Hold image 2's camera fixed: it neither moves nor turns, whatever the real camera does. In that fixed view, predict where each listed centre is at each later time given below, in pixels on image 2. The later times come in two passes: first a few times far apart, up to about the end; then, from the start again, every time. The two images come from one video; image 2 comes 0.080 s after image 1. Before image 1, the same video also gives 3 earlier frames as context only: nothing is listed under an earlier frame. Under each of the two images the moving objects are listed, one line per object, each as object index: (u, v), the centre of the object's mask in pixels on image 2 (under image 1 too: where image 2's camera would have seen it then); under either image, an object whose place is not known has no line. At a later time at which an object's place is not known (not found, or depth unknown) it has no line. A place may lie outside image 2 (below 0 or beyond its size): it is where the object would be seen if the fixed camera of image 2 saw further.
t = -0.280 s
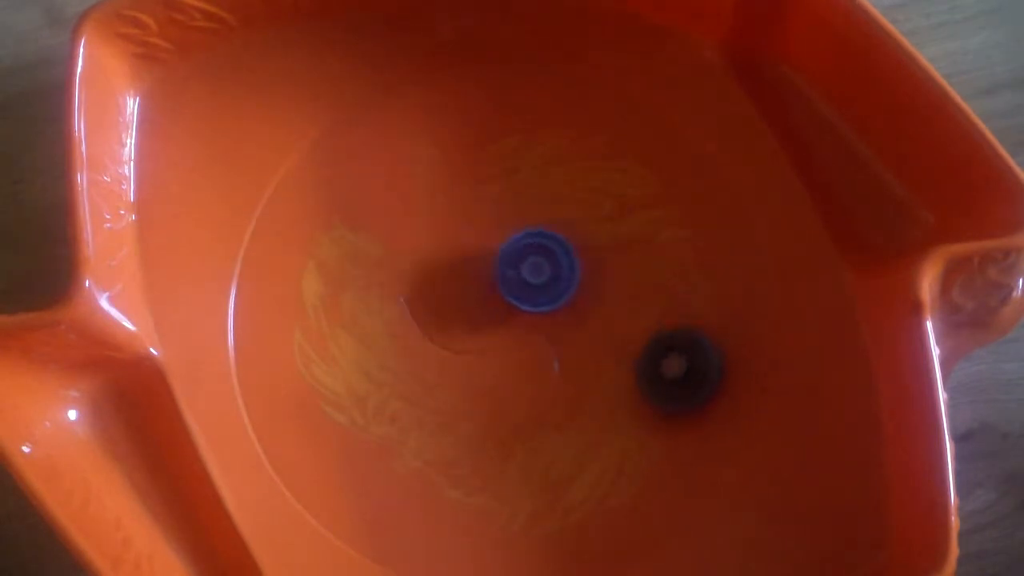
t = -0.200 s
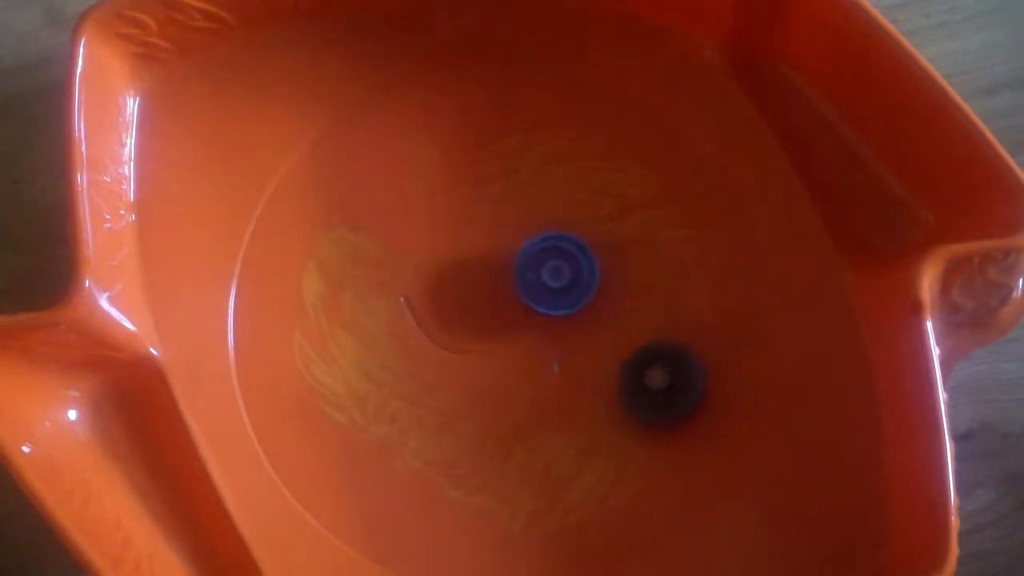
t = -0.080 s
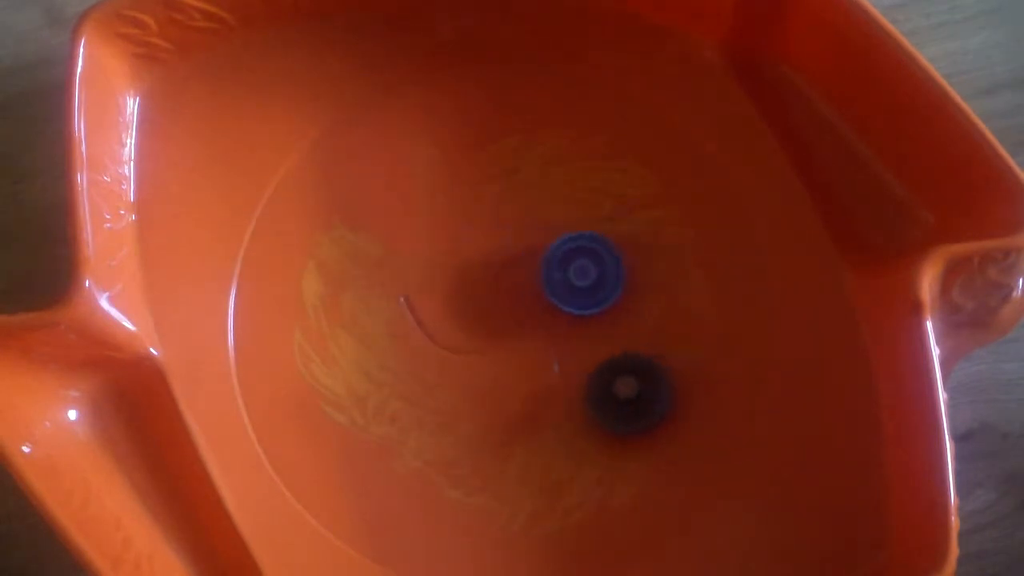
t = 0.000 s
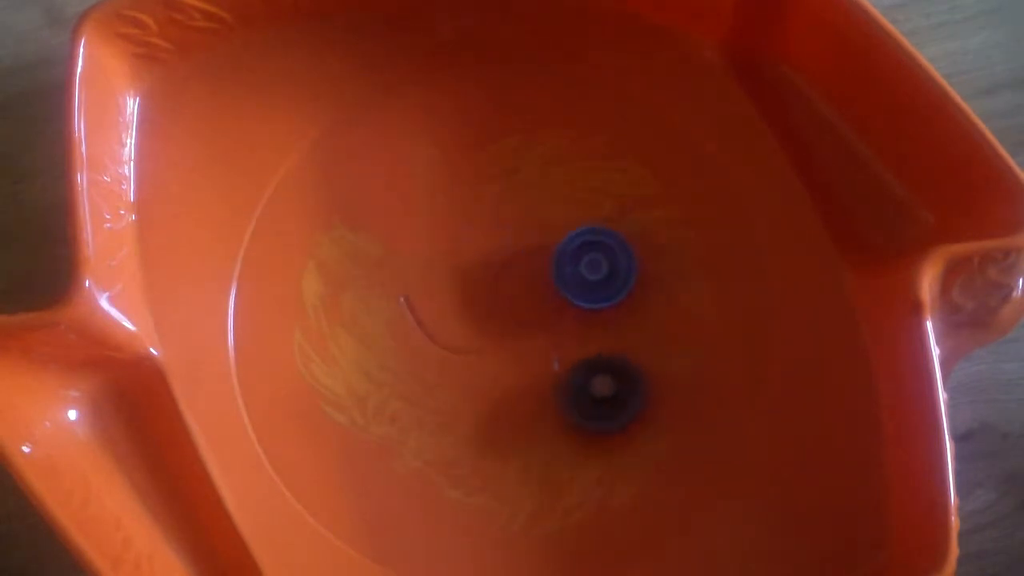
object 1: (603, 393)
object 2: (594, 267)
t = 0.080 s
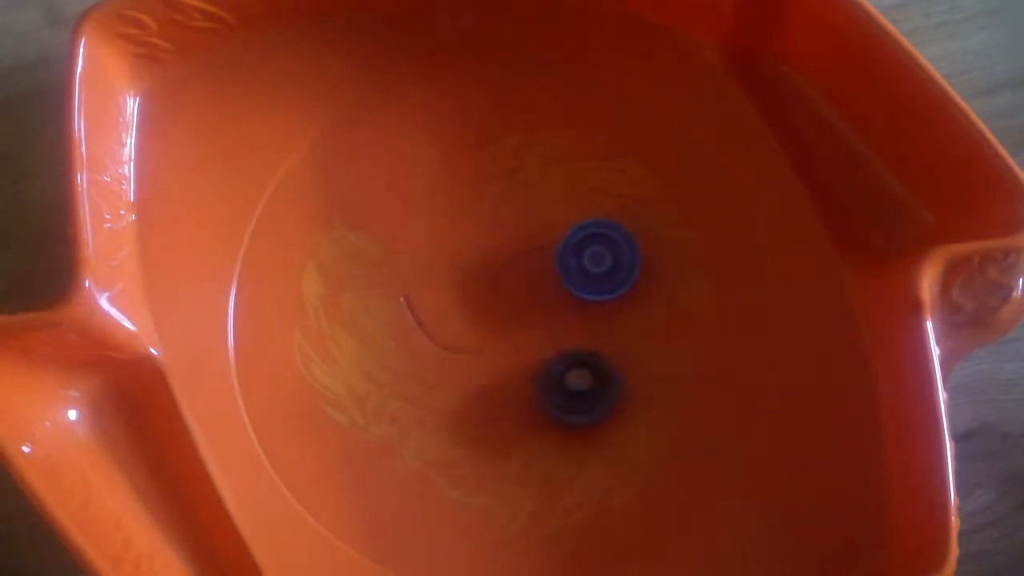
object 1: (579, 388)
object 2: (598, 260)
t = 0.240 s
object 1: (539, 365)
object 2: (580, 254)
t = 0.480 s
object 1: (424, 362)
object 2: (574, 259)
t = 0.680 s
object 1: (405, 314)
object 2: (552, 280)
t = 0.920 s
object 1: (439, 275)
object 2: (534, 332)
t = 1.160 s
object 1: (503, 272)
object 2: (539, 375)
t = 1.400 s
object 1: (543, 309)
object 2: (553, 400)
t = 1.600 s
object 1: (544, 314)
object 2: (560, 410)
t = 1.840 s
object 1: (505, 321)
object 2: (559, 403)
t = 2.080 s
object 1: (461, 303)
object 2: (526, 378)
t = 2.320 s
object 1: (443, 265)
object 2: (482, 345)
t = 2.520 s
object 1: (454, 237)
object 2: (438, 323)
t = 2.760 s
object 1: (487, 230)
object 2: (402, 289)
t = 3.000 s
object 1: (512, 259)
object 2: (396, 285)
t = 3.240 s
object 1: (517, 303)
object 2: (428, 283)
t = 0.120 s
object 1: (567, 383)
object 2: (596, 257)
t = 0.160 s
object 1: (556, 377)
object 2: (592, 254)
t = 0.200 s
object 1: (548, 373)
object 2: (587, 253)
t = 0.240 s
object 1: (539, 365)
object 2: (580, 254)
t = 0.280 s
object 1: (530, 357)
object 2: (572, 259)
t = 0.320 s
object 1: (522, 347)
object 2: (564, 266)
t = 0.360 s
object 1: (505, 348)
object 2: (564, 267)
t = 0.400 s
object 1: (472, 357)
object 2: (572, 262)
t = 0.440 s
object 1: (446, 362)
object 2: (574, 259)
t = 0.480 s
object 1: (424, 362)
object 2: (574, 259)
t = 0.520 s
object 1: (411, 355)
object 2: (570, 260)
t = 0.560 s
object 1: (405, 344)
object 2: (566, 263)
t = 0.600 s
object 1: (404, 335)
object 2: (561, 267)
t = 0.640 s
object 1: (404, 325)
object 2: (556, 273)
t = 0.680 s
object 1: (405, 314)
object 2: (552, 280)
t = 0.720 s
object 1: (408, 305)
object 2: (549, 287)
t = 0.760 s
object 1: (412, 296)
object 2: (544, 295)
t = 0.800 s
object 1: (417, 292)
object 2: (541, 304)
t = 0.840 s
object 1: (422, 287)
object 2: (538, 313)
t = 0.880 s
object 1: (430, 280)
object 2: (536, 322)
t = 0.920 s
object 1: (439, 275)
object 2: (534, 332)
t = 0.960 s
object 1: (449, 271)
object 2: (533, 342)
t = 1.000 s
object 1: (459, 268)
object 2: (532, 350)
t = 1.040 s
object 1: (470, 267)
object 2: (533, 357)
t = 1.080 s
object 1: (480, 267)
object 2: (534, 363)
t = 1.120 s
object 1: (491, 268)
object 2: (536, 369)
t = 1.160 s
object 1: (503, 272)
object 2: (539, 375)
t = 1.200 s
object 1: (509, 274)
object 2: (542, 379)
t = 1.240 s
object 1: (516, 276)
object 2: (546, 383)
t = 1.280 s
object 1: (526, 282)
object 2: (549, 387)
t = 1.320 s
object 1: (532, 290)
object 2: (551, 395)
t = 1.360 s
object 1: (538, 299)
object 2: (551, 401)
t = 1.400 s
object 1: (543, 309)
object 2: (553, 400)
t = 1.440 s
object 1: (546, 313)
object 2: (555, 401)
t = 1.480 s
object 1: (547, 315)
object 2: (557, 402)
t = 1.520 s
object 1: (547, 313)
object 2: (558, 407)
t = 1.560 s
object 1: (545, 310)
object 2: (559, 410)
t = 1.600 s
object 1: (544, 314)
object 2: (560, 410)
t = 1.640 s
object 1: (540, 322)
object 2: (560, 407)
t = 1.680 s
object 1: (534, 320)
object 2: (561, 411)
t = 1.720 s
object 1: (528, 319)
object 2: (562, 413)
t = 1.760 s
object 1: (521, 321)
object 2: (563, 412)
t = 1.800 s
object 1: (513, 322)
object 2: (562, 408)
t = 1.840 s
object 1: (505, 321)
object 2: (559, 403)
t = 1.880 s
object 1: (495, 321)
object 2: (554, 398)
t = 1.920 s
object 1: (486, 319)
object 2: (548, 391)
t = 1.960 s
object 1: (480, 317)
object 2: (545, 388)
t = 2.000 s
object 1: (473, 313)
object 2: (540, 386)
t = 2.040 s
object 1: (467, 309)
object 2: (533, 383)
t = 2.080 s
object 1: (461, 303)
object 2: (526, 378)
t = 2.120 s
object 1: (455, 298)
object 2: (519, 373)
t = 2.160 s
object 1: (451, 292)
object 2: (513, 367)
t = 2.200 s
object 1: (448, 286)
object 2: (505, 361)
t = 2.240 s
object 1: (445, 279)
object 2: (497, 356)
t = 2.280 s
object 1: (444, 271)
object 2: (490, 351)
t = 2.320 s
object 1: (443, 265)
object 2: (482, 345)
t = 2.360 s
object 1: (443, 258)
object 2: (473, 340)
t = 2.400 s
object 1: (446, 252)
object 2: (462, 336)
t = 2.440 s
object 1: (448, 246)
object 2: (453, 331)
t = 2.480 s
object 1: (451, 241)
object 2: (445, 327)
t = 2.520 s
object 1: (454, 237)
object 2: (438, 323)
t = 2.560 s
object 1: (460, 234)
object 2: (432, 319)
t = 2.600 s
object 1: (464, 231)
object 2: (427, 314)
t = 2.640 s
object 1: (470, 229)
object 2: (422, 310)
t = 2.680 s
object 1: (475, 229)
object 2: (417, 305)
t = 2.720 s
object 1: (481, 229)
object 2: (411, 298)
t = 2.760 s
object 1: (487, 230)
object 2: (402, 289)
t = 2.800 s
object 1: (492, 231)
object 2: (396, 284)
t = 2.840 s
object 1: (498, 235)
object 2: (392, 282)
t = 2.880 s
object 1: (502, 239)
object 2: (390, 282)
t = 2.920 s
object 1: (506, 245)
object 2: (390, 283)
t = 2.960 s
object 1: (509, 251)
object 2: (392, 284)
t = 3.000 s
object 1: (512, 259)
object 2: (396, 285)
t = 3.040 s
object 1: (513, 263)
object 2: (401, 287)
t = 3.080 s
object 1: (515, 270)
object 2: (406, 288)
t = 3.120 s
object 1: (515, 278)
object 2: (408, 288)
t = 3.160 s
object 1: (515, 286)
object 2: (413, 286)
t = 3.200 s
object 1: (514, 294)
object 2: (421, 286)
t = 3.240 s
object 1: (517, 303)
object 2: (428, 283)
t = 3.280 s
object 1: (523, 313)
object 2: (428, 278)
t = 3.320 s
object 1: (529, 320)
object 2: (430, 274)
